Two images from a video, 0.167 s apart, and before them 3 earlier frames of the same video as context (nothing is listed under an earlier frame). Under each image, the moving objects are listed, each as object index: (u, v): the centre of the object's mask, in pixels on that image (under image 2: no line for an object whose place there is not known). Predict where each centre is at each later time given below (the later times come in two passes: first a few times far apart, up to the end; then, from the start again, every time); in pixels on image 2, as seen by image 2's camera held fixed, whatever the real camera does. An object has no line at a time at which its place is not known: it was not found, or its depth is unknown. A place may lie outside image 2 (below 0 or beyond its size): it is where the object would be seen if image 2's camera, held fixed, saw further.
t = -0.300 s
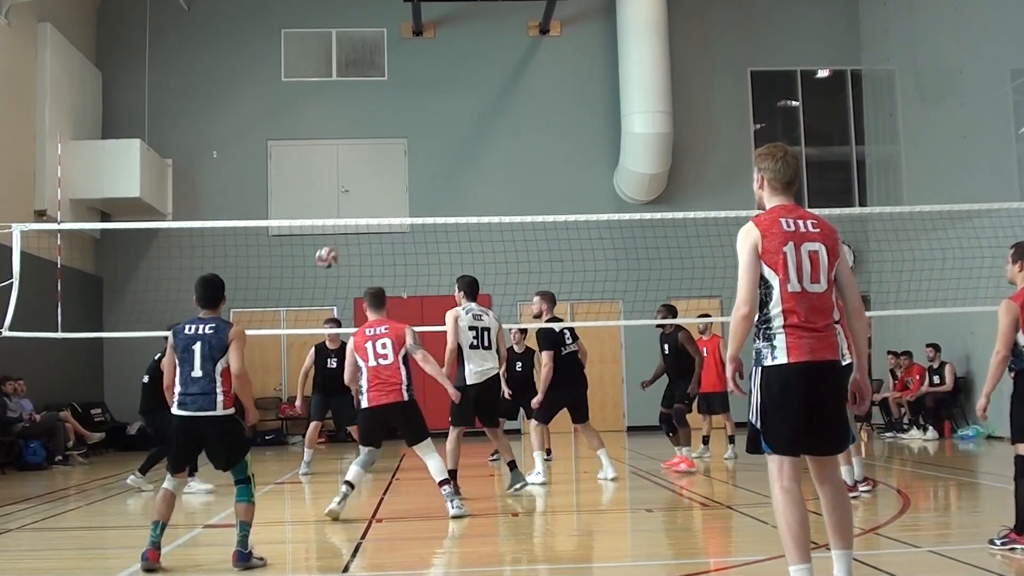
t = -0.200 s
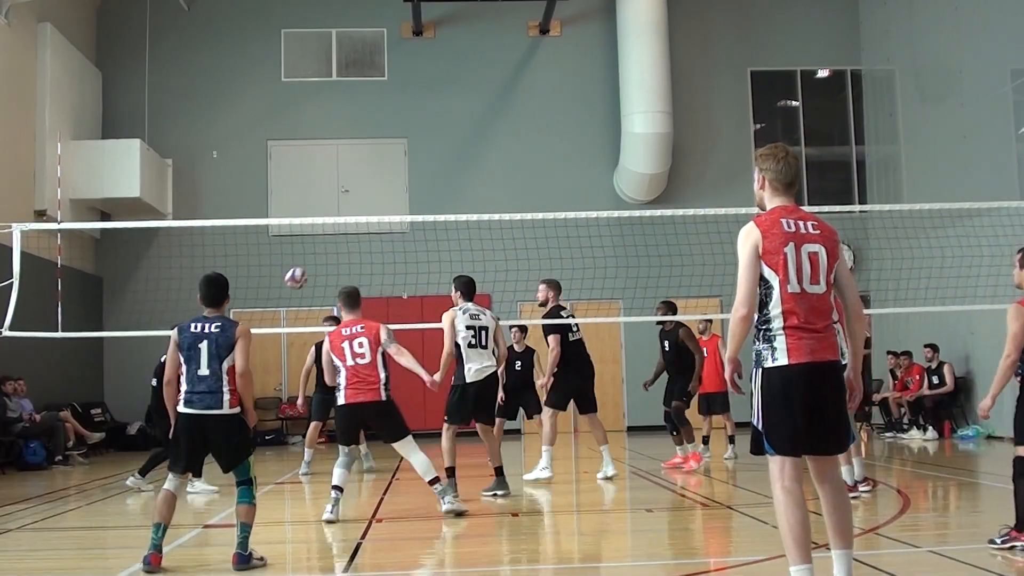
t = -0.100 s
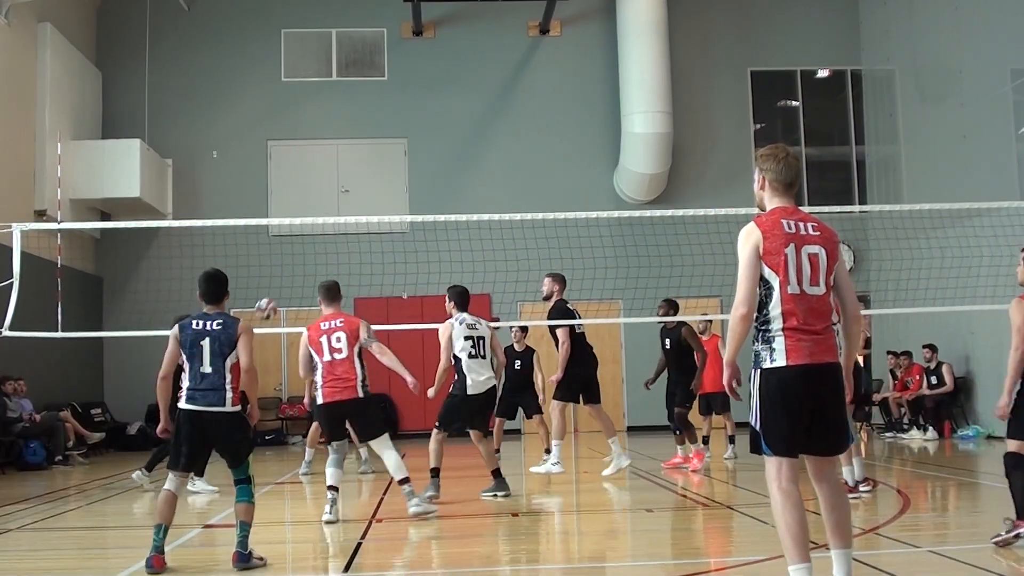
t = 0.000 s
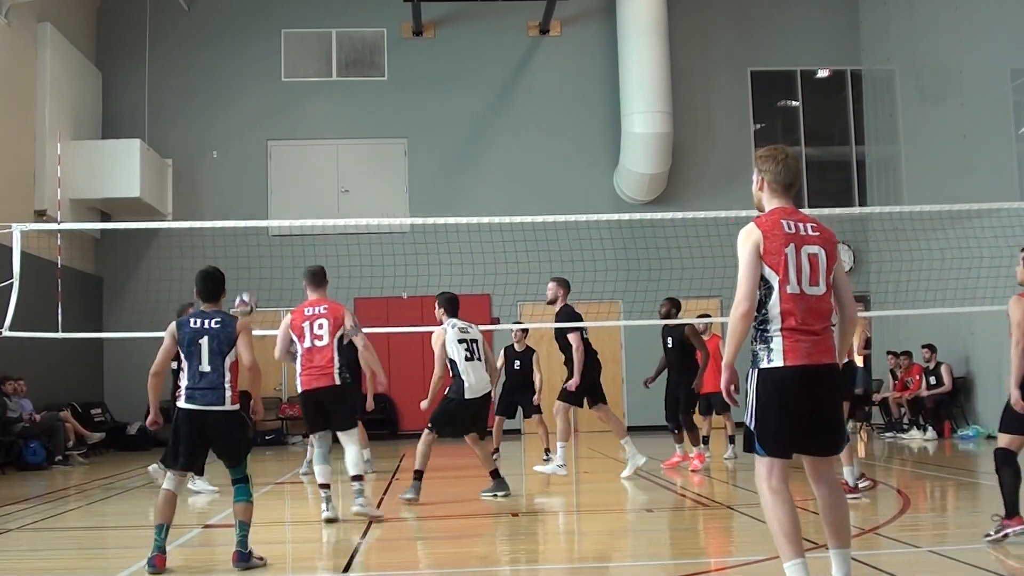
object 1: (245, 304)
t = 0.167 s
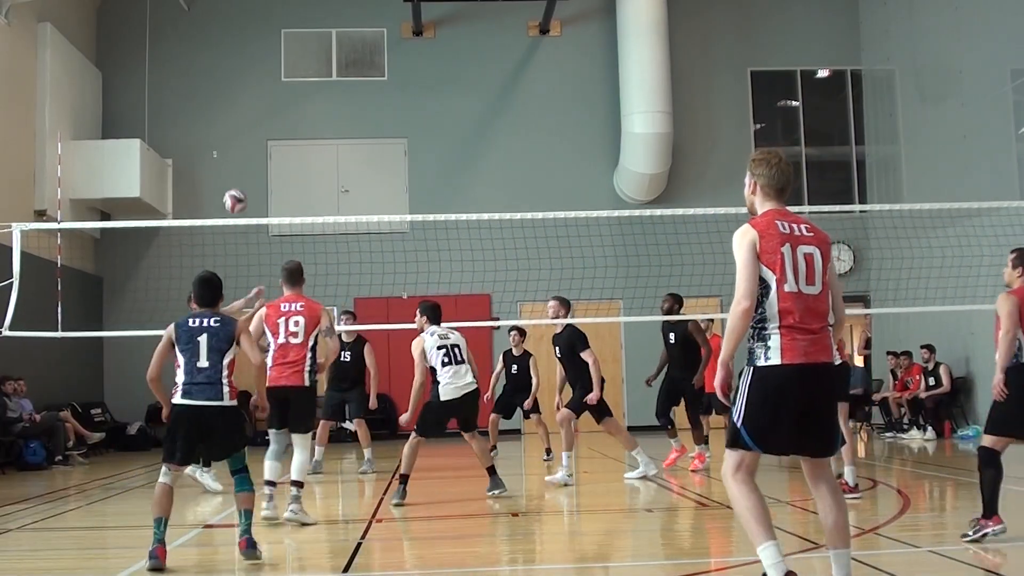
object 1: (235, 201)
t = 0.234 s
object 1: (230, 165)
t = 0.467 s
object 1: (210, 63)
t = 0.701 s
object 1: (183, 14)
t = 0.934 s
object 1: (146, 37)
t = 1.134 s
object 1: (102, 142)
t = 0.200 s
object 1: (232, 183)
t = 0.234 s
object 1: (230, 165)
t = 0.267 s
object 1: (227, 148)
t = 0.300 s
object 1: (224, 131)
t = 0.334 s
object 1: (222, 116)
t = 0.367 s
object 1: (219, 101)
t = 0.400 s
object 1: (215, 88)
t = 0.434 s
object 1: (212, 75)
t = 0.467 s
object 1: (210, 63)
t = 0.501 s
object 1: (206, 53)
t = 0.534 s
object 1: (202, 43)
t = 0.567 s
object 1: (199, 36)
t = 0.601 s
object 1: (195, 28)
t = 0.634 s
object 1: (191, 21)
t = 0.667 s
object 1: (187, 16)
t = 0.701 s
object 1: (183, 14)
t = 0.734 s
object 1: (178, 13)
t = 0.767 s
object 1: (173, 13)
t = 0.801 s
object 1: (170, 13)
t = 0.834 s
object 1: (163, 16)
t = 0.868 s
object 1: (158, 21)
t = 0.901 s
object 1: (152, 28)
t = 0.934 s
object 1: (146, 37)
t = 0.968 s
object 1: (139, 48)
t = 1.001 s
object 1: (132, 62)
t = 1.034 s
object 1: (125, 77)
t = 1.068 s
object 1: (118, 97)
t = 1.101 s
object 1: (110, 118)
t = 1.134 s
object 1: (102, 142)
